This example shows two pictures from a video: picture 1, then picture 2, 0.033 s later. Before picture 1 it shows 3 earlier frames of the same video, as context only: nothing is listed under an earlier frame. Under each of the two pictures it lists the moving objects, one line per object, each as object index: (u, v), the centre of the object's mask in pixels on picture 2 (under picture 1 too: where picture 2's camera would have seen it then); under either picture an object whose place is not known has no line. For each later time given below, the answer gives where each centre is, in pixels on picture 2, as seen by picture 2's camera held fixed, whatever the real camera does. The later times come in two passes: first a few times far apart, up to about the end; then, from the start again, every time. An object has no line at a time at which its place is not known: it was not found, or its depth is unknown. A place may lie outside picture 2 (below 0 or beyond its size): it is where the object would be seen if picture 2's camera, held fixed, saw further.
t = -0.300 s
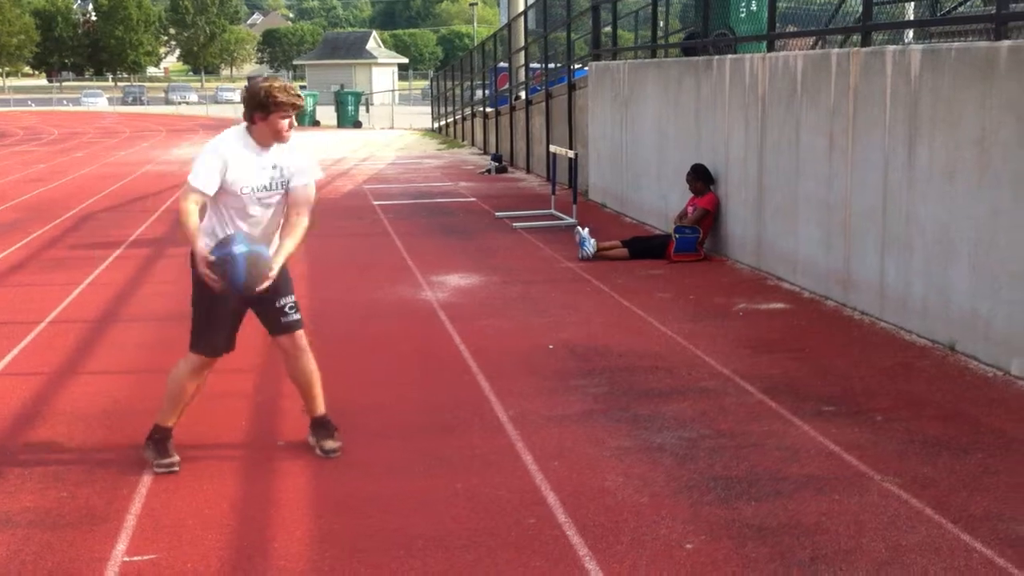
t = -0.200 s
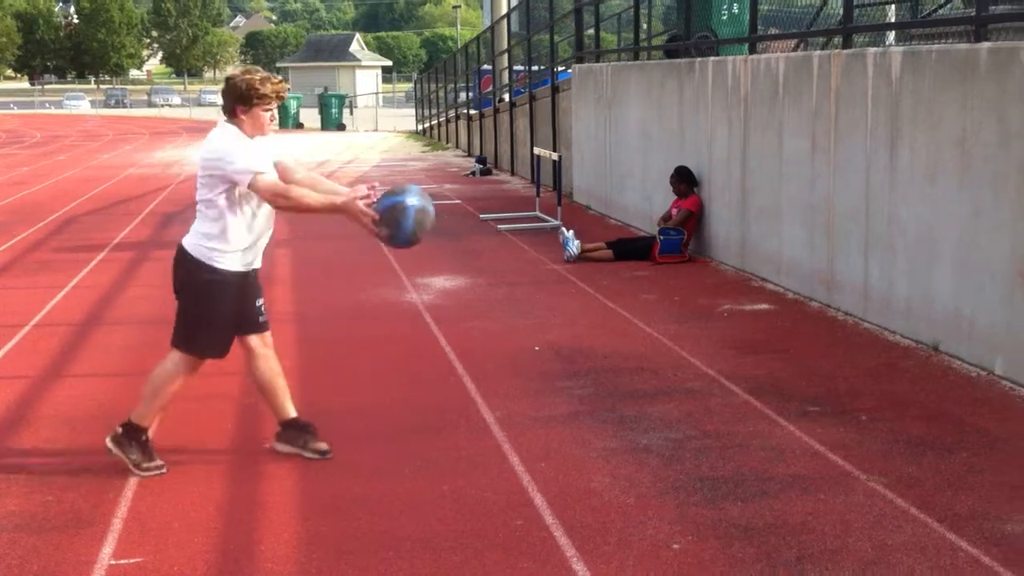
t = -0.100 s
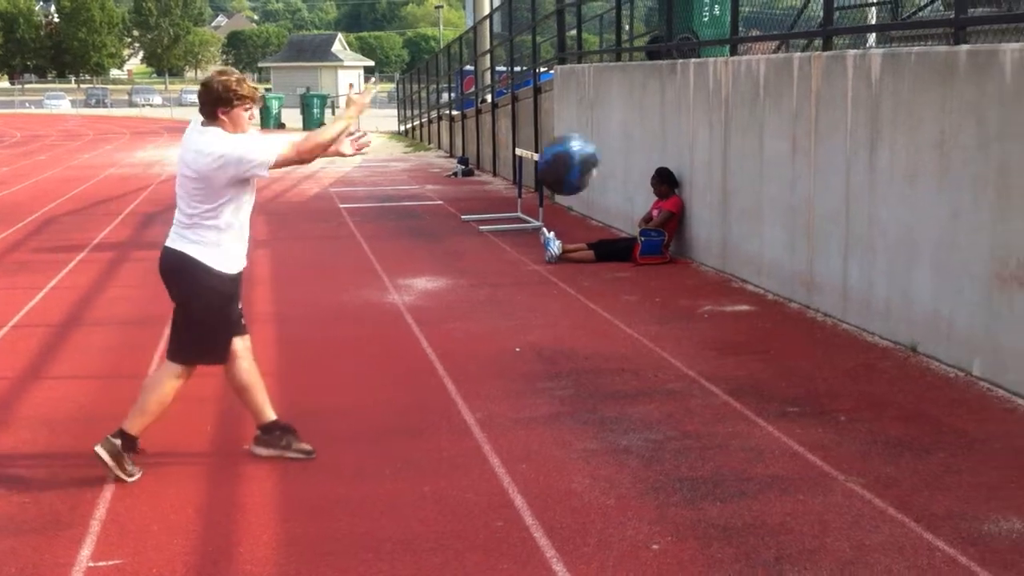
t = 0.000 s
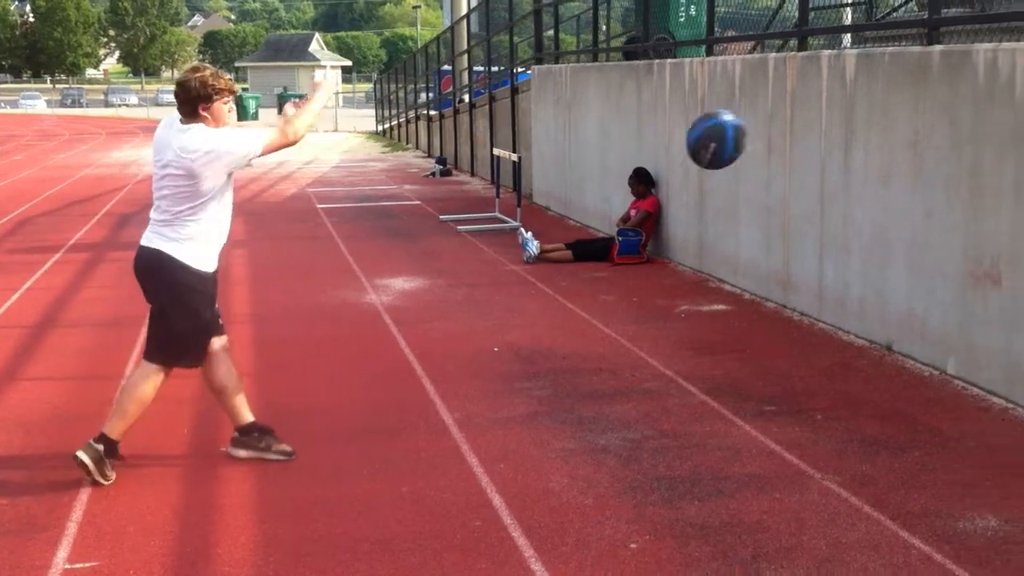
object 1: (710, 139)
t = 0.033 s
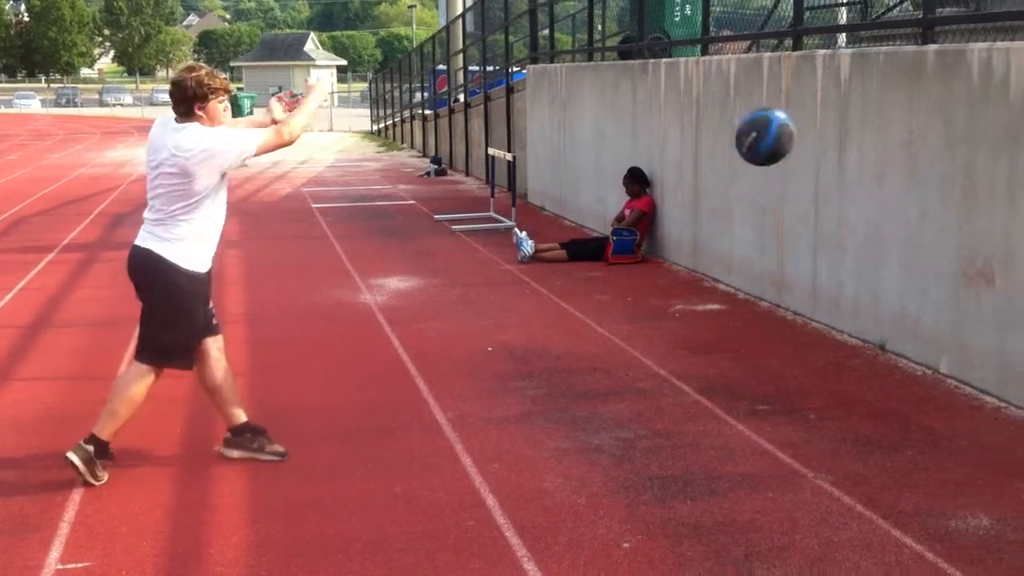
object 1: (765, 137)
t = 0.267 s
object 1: (970, 173)
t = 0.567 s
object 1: (656, 335)
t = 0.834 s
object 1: (445, 329)
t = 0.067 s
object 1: (819, 137)
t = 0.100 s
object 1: (870, 140)
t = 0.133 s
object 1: (921, 144)
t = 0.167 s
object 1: (970, 152)
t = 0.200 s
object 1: (1019, 163)
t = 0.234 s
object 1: (1005, 167)
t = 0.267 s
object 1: (970, 173)
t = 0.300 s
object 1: (935, 182)
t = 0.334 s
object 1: (899, 193)
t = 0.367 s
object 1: (864, 207)
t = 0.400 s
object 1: (829, 223)
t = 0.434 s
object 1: (793, 241)
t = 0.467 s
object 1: (759, 261)
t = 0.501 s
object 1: (724, 283)
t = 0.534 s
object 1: (690, 308)
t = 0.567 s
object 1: (656, 335)
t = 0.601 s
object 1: (623, 364)
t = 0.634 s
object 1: (589, 395)
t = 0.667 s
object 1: (560, 422)
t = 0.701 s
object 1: (537, 399)
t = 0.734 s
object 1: (512, 378)
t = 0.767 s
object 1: (491, 359)
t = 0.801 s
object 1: (467, 342)
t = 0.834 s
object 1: (445, 329)
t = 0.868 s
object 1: (422, 319)
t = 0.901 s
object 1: (400, 310)
